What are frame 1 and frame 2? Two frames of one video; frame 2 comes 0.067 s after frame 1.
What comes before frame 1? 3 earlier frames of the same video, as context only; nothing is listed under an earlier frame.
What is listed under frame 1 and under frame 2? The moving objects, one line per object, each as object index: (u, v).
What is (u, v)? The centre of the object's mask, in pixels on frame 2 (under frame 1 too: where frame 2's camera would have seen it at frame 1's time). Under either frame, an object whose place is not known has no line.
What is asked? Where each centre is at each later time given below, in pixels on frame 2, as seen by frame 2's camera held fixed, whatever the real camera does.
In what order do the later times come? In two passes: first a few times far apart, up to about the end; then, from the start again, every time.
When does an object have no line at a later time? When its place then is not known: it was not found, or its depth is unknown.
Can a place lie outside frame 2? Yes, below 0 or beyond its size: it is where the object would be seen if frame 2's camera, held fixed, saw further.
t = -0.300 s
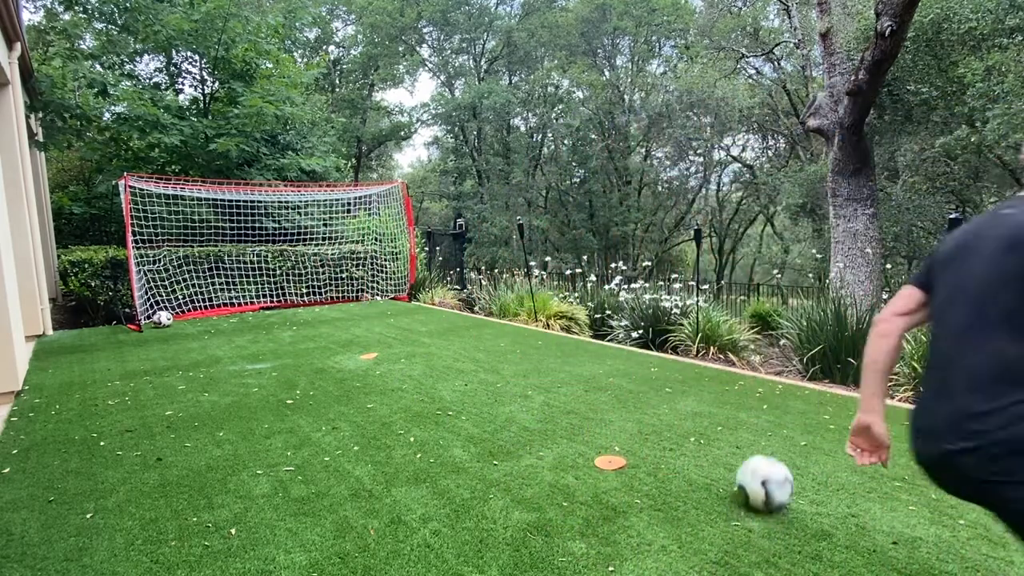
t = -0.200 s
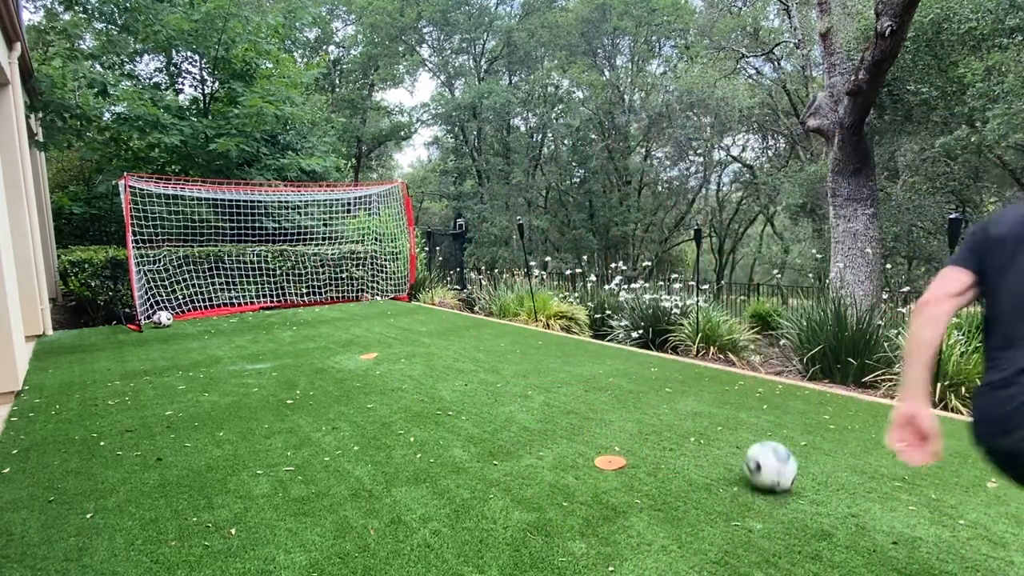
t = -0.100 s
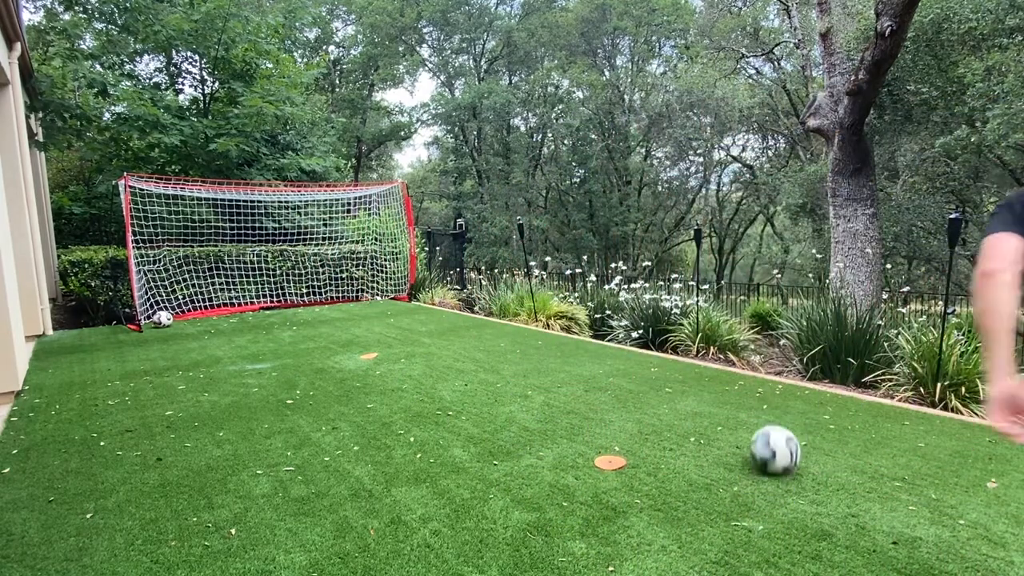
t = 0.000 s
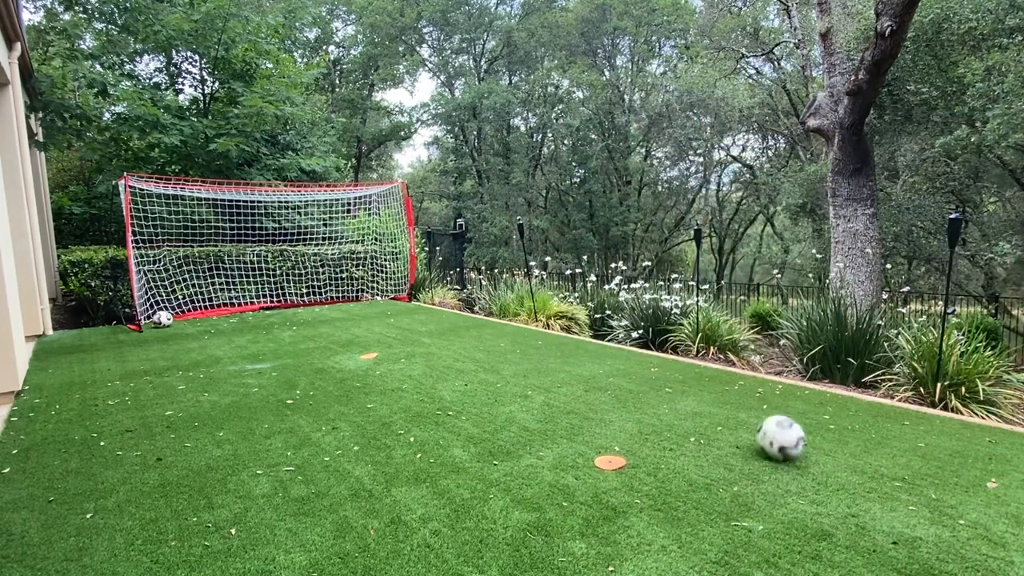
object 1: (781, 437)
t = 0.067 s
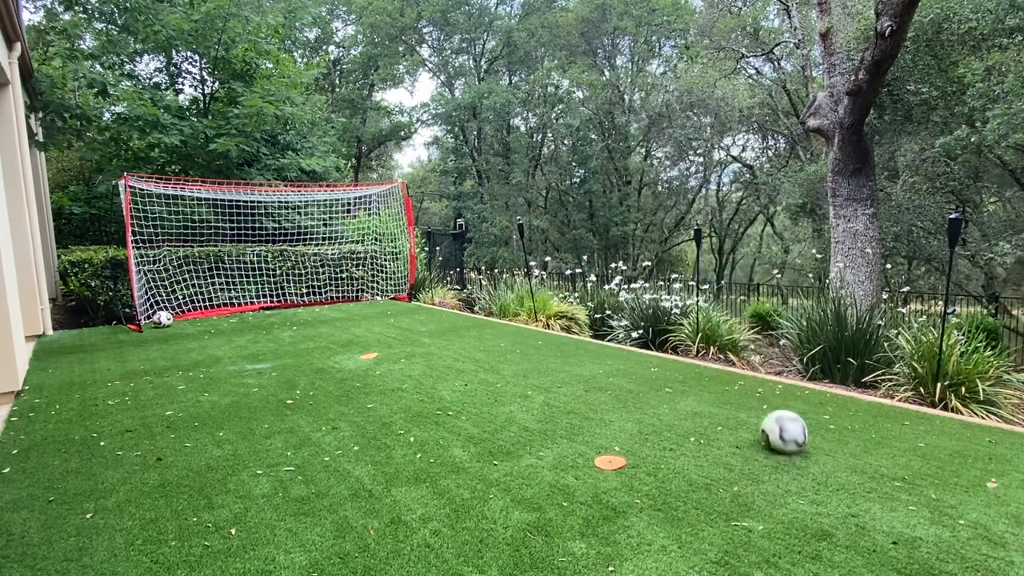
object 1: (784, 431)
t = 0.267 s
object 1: (793, 413)
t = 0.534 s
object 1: (802, 394)
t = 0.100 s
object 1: (786, 427)
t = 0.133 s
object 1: (787, 424)
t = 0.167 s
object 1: (788, 421)
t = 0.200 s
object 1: (789, 418)
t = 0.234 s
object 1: (791, 415)
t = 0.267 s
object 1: (793, 413)
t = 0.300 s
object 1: (794, 410)
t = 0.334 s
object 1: (795, 407)
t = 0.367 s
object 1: (796, 404)
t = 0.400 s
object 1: (798, 402)
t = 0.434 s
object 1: (799, 400)
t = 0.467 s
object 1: (800, 398)
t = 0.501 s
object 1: (801, 396)
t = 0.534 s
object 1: (802, 394)
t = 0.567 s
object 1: (803, 391)
